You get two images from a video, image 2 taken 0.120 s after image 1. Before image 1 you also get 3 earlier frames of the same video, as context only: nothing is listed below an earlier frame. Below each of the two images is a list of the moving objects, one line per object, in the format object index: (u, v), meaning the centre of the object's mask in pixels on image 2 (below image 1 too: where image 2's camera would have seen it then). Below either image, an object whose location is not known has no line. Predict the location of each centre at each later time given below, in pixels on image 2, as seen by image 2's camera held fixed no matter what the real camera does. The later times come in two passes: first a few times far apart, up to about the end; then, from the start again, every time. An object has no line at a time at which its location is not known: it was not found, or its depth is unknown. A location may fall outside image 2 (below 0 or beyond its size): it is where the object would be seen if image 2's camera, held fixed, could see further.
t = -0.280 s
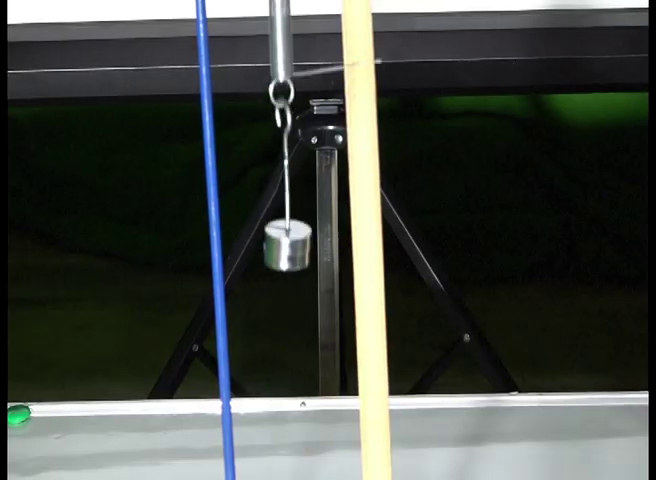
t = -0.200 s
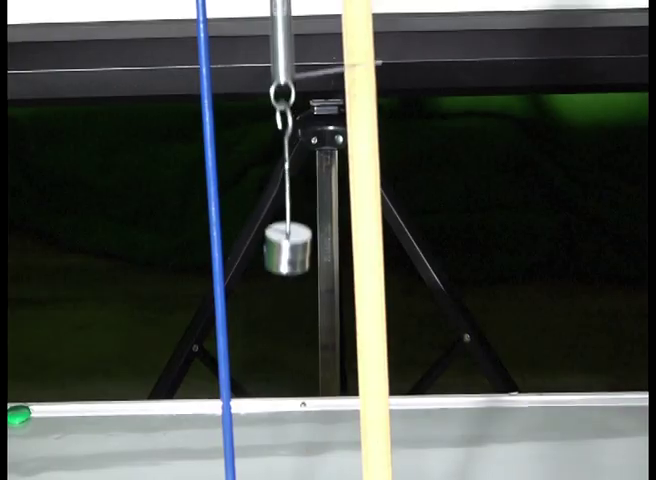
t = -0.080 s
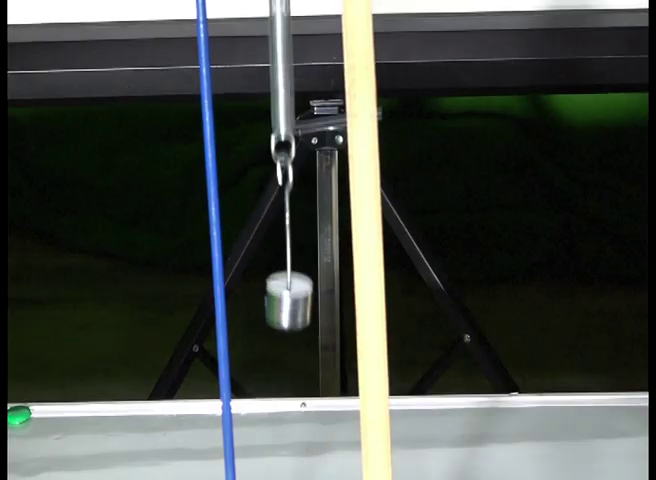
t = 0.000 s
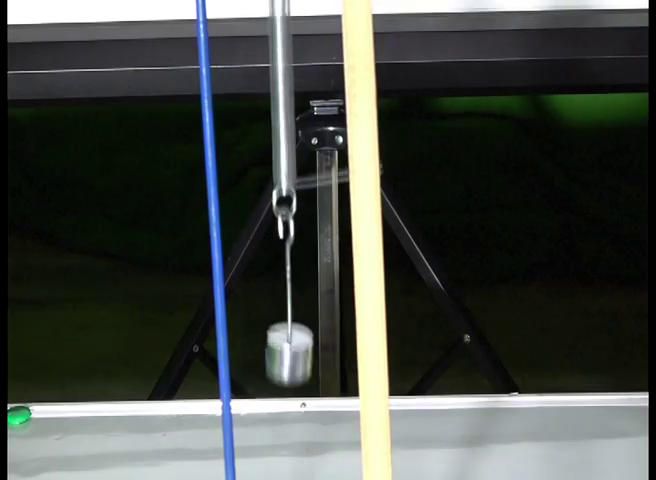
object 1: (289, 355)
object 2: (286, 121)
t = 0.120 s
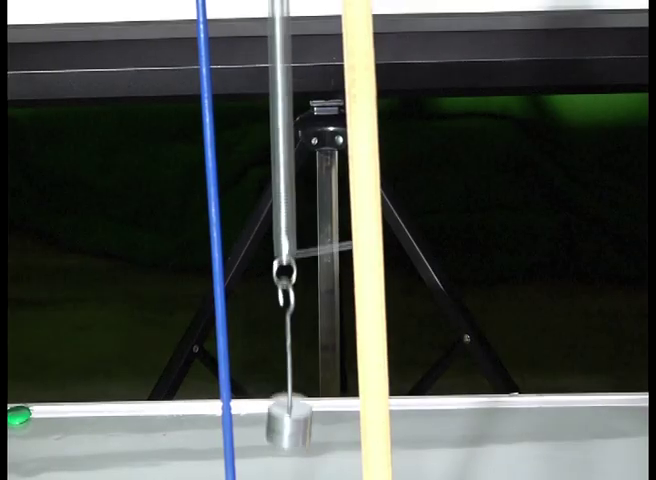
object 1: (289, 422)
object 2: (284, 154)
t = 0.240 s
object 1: (288, 439)
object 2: (281, 160)
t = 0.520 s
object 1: (284, 303)
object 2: (280, 90)
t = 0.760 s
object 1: (286, 253)
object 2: (285, 64)
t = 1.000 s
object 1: (292, 387)
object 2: (283, 133)
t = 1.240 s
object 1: (290, 431)
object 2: (283, 155)
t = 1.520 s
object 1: (282, 272)
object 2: (283, 80)
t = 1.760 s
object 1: (284, 273)
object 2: (285, 79)
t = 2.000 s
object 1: (292, 419)
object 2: (283, 148)
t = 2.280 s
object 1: (290, 381)
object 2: (283, 133)
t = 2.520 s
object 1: (282, 253)
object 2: (285, 67)
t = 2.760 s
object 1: (283, 304)
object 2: (286, 98)
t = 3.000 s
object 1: (291, 436)
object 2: (282, 157)
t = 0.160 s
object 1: (289, 436)
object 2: (282, 156)
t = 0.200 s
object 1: (289, 441)
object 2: (282, 159)
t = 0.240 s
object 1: (288, 439)
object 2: (281, 160)
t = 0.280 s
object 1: (288, 433)
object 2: (283, 160)
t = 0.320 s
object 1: (287, 418)
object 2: (283, 155)
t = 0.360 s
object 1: (286, 399)
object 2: (284, 146)
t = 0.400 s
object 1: (286, 374)
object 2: (283, 135)
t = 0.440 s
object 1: (285, 354)
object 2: (280, 116)
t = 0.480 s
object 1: (285, 328)
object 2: (280, 104)
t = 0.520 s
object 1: (284, 303)
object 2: (280, 90)
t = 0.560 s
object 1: (284, 281)
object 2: (280, 79)
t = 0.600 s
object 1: (284, 262)
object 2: (285, 72)
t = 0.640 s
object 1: (284, 250)
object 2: (285, 65)
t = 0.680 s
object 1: (285, 244)
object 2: (284, 61)
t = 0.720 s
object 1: (285, 245)
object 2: (284, 58)
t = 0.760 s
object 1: (286, 253)
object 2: (285, 64)
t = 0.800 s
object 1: (287, 267)
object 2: (287, 72)
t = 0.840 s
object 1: (288, 287)
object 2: (285, 84)
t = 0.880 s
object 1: (289, 312)
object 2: (283, 90)
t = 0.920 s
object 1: (290, 339)
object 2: (284, 110)
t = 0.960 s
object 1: (291, 366)
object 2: (283, 121)
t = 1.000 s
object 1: (292, 387)
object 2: (283, 133)
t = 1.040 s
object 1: (292, 412)
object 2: (284, 145)
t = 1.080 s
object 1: (292, 431)
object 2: (284, 152)
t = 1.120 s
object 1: (292, 439)
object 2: (284, 157)
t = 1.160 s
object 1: (292, 443)
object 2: (283, 159)
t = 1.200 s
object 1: (291, 439)
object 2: (283, 159)
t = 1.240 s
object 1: (290, 431)
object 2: (283, 155)
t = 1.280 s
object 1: (289, 412)
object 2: (282, 148)
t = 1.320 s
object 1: (288, 390)
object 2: (284, 143)
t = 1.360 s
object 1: (286, 368)
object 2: (284, 132)
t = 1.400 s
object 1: (285, 344)
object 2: (280, 112)
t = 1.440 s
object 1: (284, 318)
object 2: (284, 104)
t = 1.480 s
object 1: (283, 294)
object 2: (286, 93)
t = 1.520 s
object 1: (282, 272)
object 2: (283, 80)
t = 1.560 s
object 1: (282, 256)
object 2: (284, 71)
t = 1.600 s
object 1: (282, 246)
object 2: (283, 64)
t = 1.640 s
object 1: (282, 242)
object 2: (279, 59)
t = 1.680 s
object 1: (282, 246)
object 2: (278, 61)
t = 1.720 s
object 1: (283, 256)
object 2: (284, 70)
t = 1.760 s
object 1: (284, 273)
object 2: (285, 79)
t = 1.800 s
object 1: (285, 296)
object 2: (286, 91)
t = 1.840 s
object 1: (287, 321)
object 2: (285, 104)
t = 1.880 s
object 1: (288, 349)
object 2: (283, 116)
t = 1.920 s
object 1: (290, 372)
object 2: (285, 132)
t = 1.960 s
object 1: (291, 397)
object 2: (283, 138)
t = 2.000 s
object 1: (292, 419)
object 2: (283, 148)
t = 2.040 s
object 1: (293, 435)
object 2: (283, 155)
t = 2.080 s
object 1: (293, 442)
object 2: (284, 159)
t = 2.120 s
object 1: (293, 443)
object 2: (285, 163)
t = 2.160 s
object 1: (293, 438)
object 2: (284, 158)
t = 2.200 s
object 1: (292, 427)
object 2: (283, 152)
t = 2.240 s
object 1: (291, 405)
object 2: (285, 148)
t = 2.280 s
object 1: (290, 381)
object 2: (283, 133)
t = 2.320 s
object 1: (289, 361)
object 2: (286, 127)
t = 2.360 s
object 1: (287, 335)
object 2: (283, 111)
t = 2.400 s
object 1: (286, 310)
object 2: (286, 100)
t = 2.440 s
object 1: (284, 287)
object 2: (286, 87)
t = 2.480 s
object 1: (283, 268)
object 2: (285, 75)
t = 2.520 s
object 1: (282, 253)
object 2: (285, 67)
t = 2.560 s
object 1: (281, 245)
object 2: (283, 61)
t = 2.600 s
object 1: (281, 244)
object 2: (278, 59)
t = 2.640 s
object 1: (281, 250)
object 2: (283, 64)
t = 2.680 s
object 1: (282, 263)
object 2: (284, 70)
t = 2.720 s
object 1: (282, 281)
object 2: (280, 80)
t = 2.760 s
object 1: (283, 304)
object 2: (286, 98)
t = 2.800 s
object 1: (284, 330)
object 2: (284, 111)
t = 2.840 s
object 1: (286, 357)
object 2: (284, 123)
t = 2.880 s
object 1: (287, 377)
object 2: (285, 136)
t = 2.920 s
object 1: (289, 403)
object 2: (284, 146)
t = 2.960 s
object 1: (290, 424)
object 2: (282, 150)
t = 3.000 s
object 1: (291, 436)
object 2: (282, 157)
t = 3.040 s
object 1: (292, 440)
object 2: (283, 159)
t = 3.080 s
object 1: (292, 439)
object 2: (283, 158)
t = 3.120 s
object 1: (293, 433)
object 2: (284, 159)
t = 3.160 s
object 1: (292, 416)
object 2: (282, 149)
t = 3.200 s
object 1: (291, 396)
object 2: (283, 146)
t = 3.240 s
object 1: (290, 373)
